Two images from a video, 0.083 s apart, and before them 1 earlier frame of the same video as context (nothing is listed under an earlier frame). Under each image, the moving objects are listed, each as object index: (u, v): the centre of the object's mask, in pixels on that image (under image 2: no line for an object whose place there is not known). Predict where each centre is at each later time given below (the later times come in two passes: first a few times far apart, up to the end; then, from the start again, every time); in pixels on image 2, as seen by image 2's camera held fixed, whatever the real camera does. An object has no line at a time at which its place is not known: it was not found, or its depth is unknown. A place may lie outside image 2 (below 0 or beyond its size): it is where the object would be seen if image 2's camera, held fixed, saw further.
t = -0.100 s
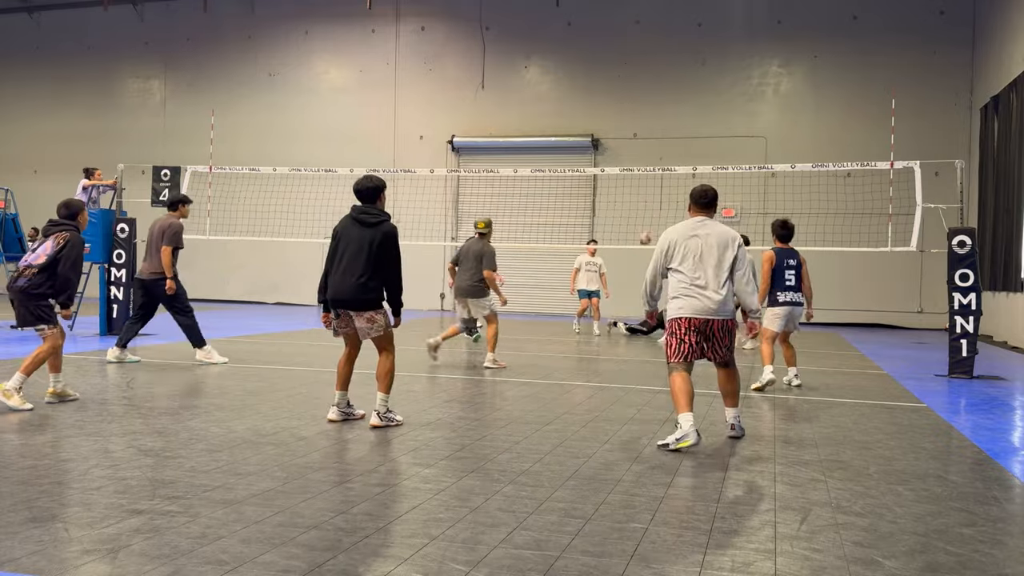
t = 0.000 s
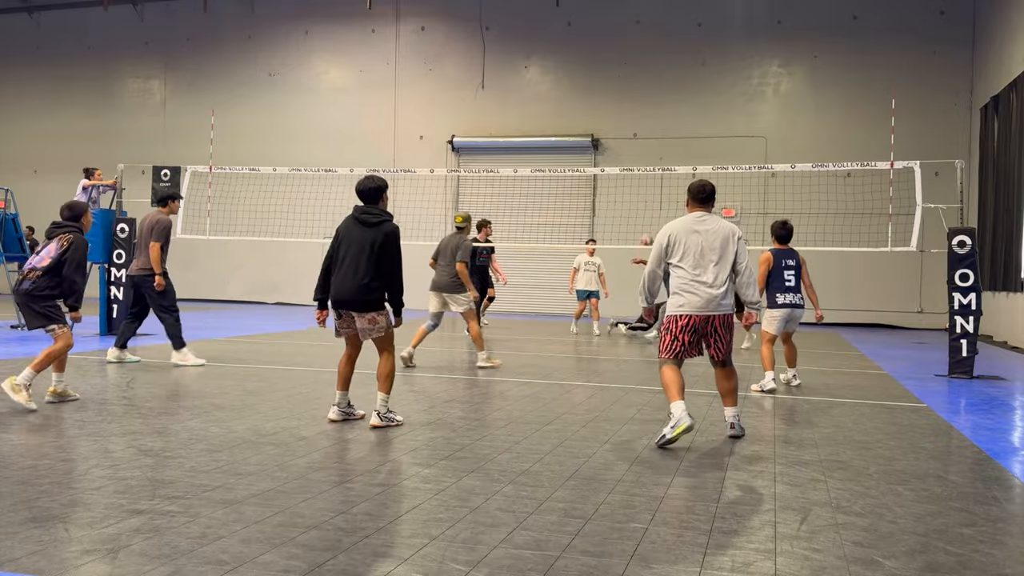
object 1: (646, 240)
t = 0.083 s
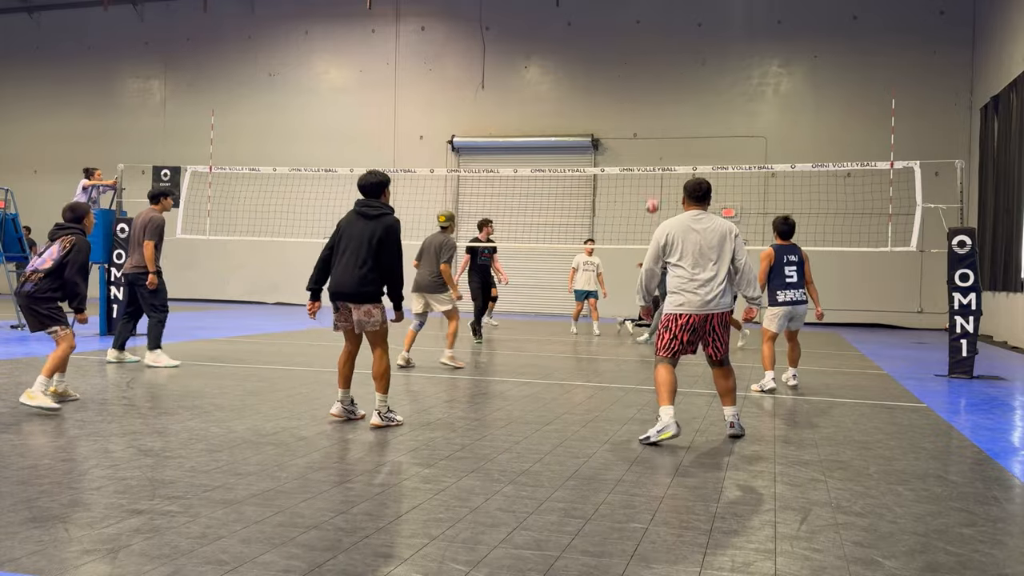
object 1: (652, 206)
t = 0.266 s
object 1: (664, 138)
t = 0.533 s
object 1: (687, 64)
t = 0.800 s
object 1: (713, 36)
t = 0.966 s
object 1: (733, 52)
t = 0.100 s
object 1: (653, 200)
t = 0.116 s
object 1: (653, 193)
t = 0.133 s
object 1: (655, 186)
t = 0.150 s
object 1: (657, 180)
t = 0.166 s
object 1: (658, 177)
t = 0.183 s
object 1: (658, 163)
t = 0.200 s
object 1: (660, 160)
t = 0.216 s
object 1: (661, 155)
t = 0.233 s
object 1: (662, 150)
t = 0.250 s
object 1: (662, 144)
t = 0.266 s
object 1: (664, 138)
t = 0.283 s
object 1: (666, 132)
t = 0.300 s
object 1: (666, 127)
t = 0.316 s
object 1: (668, 122)
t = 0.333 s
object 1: (670, 116)
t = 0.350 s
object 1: (671, 111)
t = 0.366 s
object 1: (672, 106)
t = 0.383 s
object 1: (673, 101)
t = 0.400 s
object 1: (675, 97)
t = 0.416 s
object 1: (676, 92)
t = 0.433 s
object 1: (678, 87)
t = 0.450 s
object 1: (679, 83)
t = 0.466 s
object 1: (680, 79)
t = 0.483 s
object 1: (682, 75)
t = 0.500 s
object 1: (683, 71)
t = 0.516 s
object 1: (685, 68)
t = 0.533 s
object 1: (687, 64)
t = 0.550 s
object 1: (688, 61)
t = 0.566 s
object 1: (690, 57)
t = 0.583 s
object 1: (691, 55)
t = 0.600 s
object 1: (692, 51)
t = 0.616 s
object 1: (694, 49)
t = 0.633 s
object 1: (695, 47)
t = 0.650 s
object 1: (697, 45)
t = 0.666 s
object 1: (699, 43)
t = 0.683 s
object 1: (701, 41)
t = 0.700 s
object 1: (702, 40)
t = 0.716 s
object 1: (704, 39)
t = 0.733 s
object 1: (706, 37)
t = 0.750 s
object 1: (708, 37)
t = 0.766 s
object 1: (709, 36)
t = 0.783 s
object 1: (711, 36)
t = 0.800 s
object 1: (713, 36)
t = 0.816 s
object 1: (715, 37)
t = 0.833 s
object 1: (717, 37)
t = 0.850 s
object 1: (719, 38)
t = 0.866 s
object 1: (721, 39)
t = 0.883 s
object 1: (723, 40)
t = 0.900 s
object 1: (725, 42)
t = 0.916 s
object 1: (727, 44)
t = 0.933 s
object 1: (729, 46)
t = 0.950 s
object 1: (731, 49)
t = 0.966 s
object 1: (733, 52)
